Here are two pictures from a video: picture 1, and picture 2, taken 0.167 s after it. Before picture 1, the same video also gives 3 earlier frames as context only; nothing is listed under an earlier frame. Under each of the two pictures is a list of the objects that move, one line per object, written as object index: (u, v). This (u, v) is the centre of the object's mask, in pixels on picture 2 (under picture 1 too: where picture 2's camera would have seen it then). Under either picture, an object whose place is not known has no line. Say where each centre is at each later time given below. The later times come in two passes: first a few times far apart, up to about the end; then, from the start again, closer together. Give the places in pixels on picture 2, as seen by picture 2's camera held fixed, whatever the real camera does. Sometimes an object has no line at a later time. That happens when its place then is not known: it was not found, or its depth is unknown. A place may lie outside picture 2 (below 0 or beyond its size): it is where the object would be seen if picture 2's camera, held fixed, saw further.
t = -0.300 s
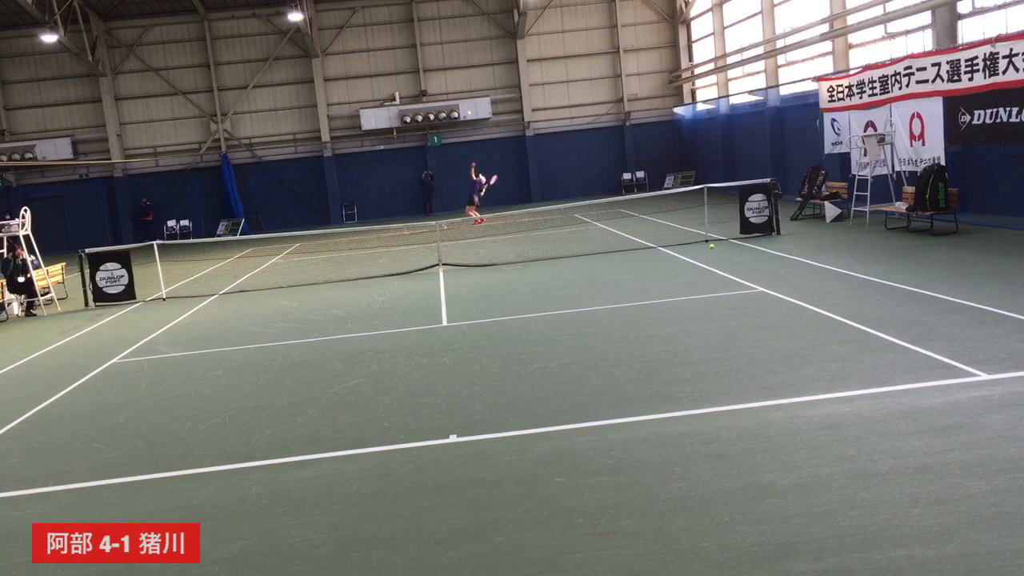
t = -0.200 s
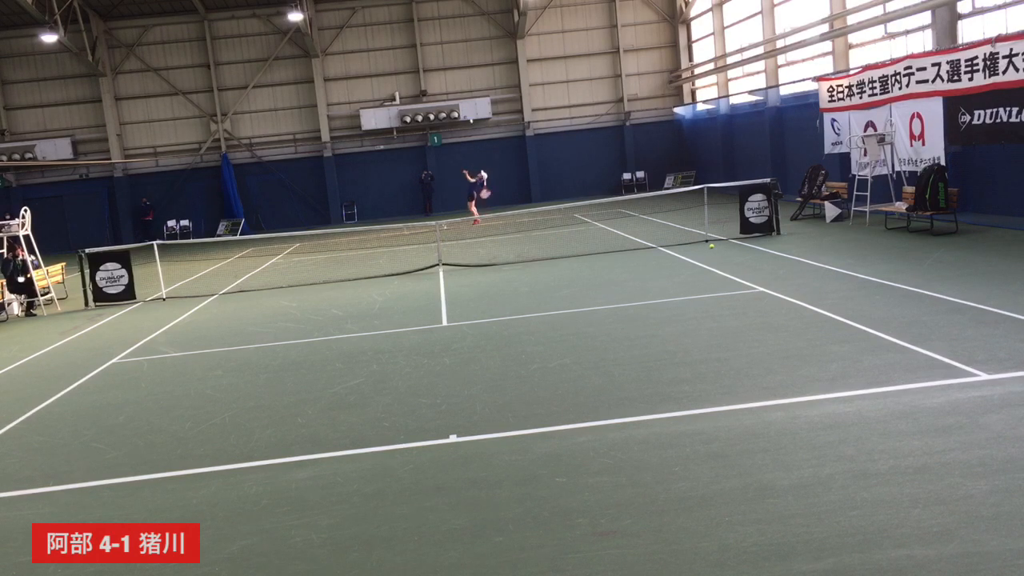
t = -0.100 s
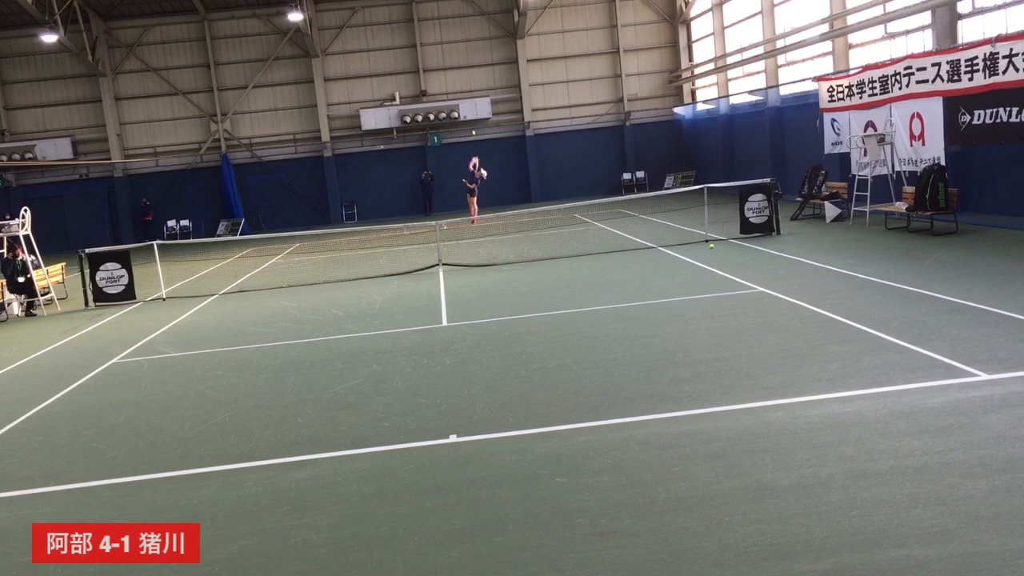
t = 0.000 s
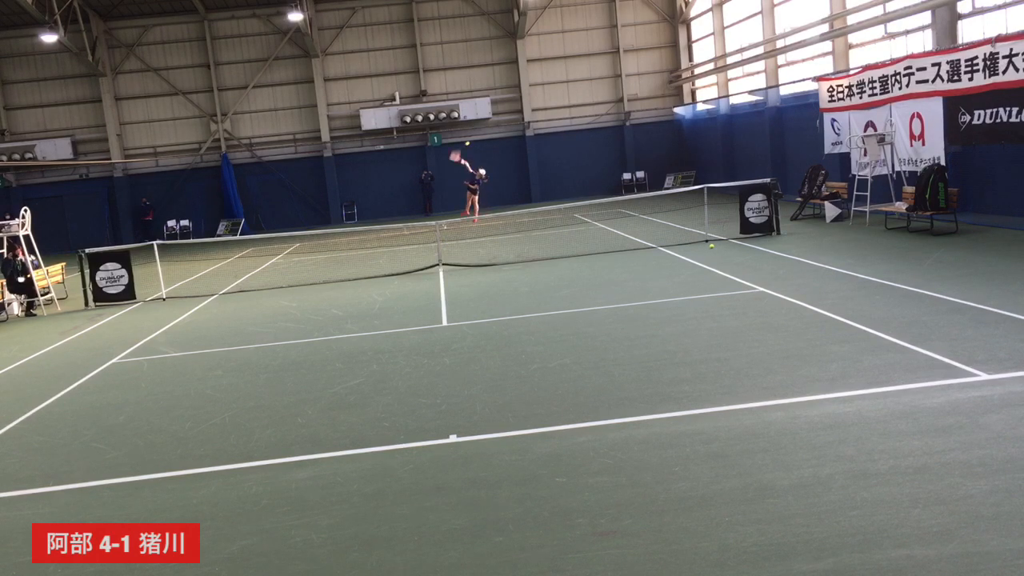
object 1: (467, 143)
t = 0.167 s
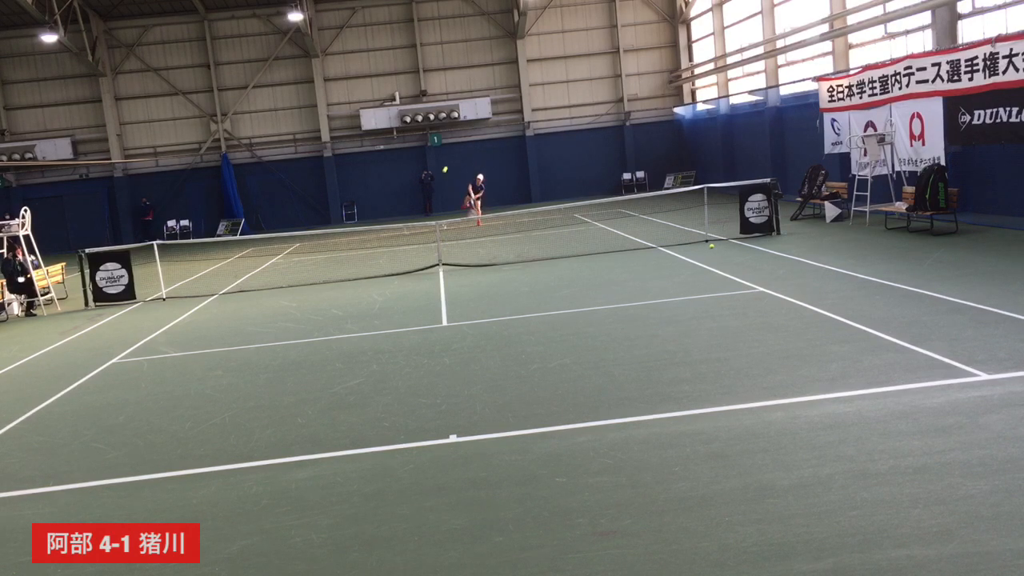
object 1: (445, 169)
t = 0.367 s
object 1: (421, 238)
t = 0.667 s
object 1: (376, 273)
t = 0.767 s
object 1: (357, 267)
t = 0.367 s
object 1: (421, 238)
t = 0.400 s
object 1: (417, 256)
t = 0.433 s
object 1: (413, 276)
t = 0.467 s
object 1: (410, 299)
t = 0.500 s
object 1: (405, 301)
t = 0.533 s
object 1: (399, 294)
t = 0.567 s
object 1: (393, 288)
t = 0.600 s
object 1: (387, 282)
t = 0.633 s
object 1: (382, 277)
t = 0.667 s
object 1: (376, 273)
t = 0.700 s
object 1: (369, 270)
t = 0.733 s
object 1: (364, 268)
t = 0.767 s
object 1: (357, 267)
